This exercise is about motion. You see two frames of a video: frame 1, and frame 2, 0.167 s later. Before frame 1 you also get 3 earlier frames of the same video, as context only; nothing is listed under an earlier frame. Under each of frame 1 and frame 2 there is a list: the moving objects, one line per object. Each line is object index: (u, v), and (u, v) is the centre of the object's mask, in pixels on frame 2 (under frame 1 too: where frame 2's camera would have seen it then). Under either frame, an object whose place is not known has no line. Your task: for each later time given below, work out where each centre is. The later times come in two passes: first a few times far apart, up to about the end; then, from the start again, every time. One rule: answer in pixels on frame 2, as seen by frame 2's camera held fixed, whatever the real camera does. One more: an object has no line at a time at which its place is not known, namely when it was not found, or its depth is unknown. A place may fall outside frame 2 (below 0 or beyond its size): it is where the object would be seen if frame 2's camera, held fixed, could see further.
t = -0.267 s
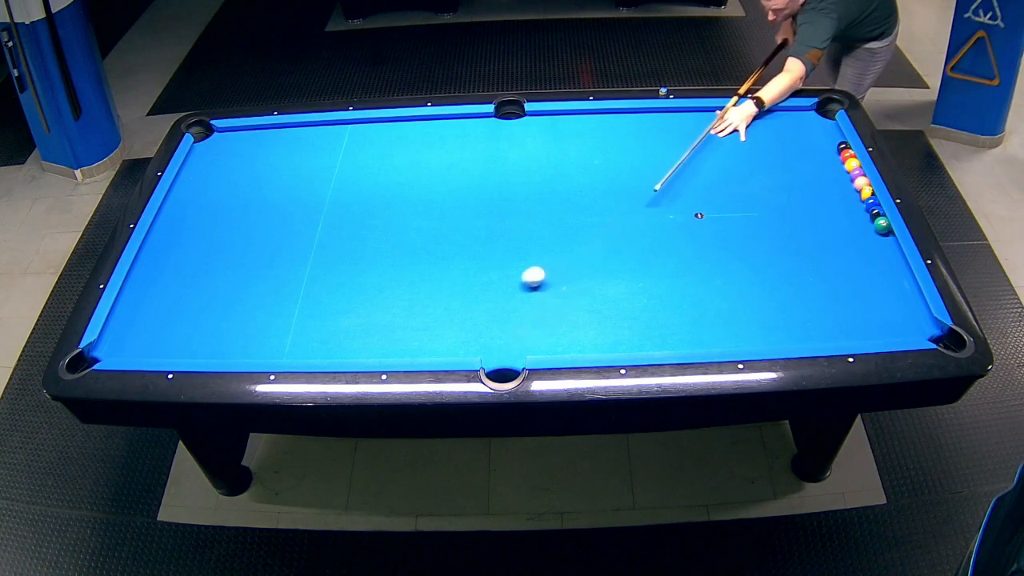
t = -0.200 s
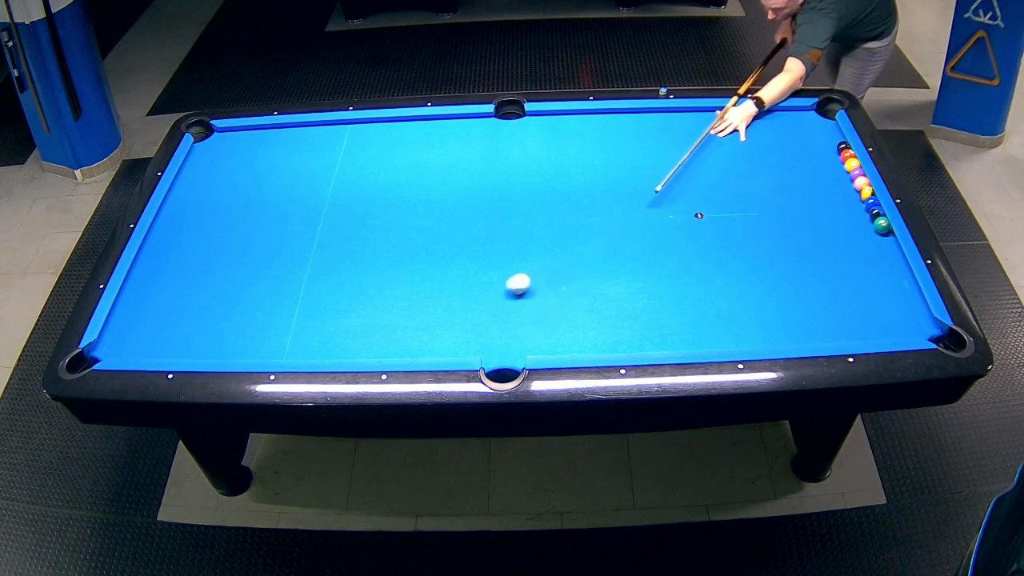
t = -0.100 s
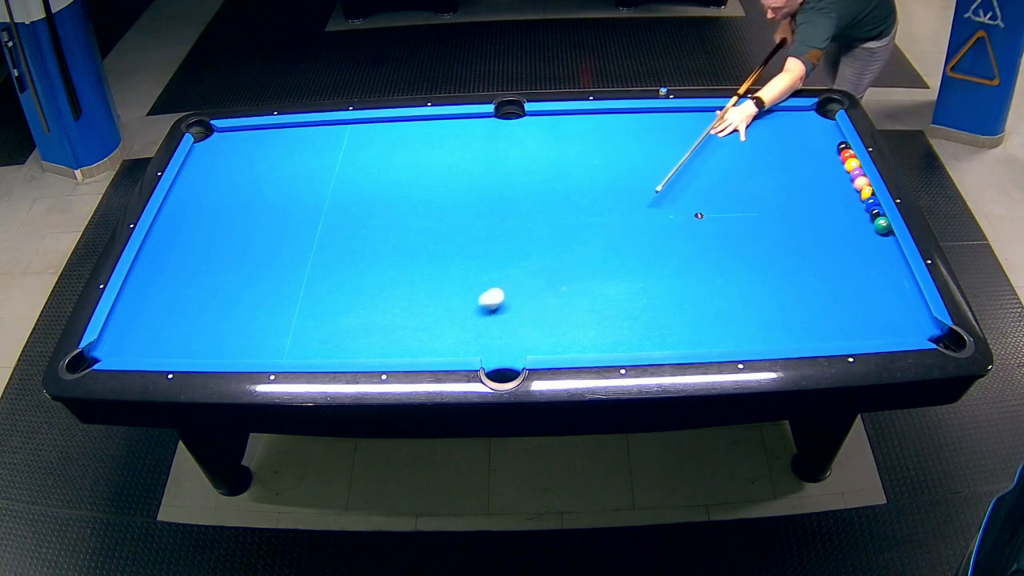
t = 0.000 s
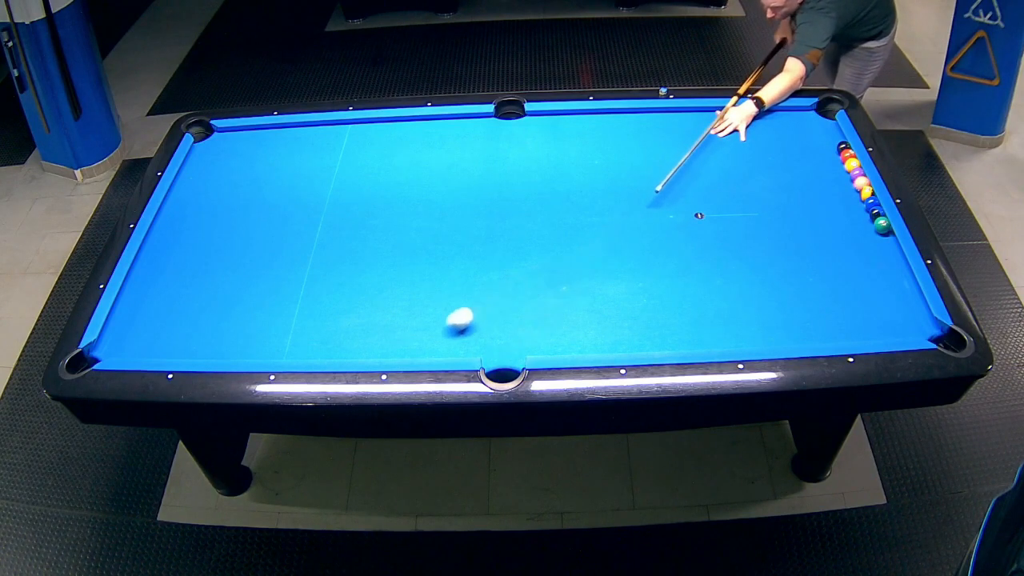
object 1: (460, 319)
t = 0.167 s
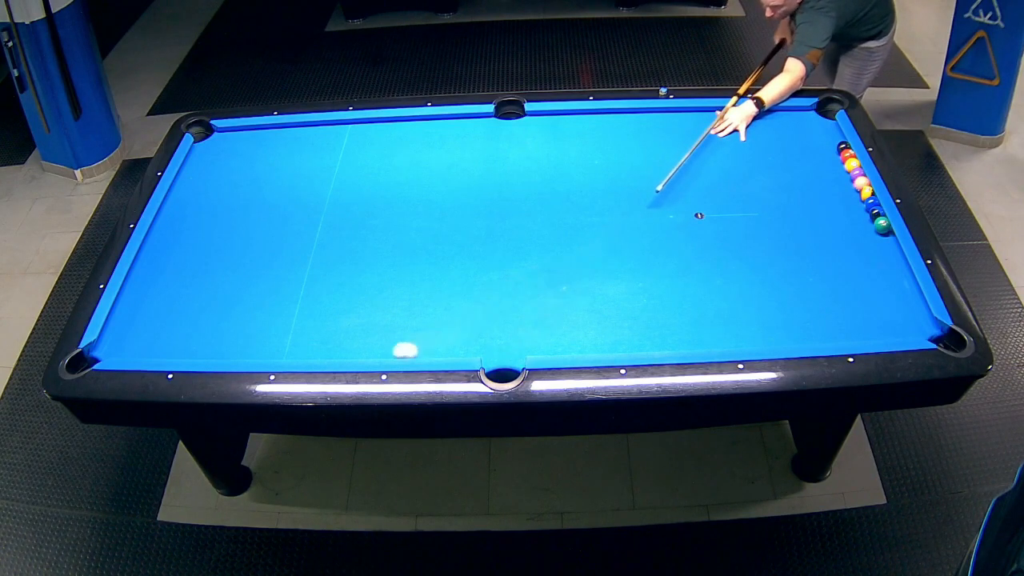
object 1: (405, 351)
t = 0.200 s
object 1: (400, 348)
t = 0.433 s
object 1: (364, 326)
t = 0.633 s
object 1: (337, 308)
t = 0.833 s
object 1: (311, 292)
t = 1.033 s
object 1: (288, 277)
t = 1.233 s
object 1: (267, 264)
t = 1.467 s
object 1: (245, 249)
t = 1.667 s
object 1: (227, 238)
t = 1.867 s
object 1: (211, 228)
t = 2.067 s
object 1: (196, 218)
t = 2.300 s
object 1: (180, 208)
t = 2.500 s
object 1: (170, 200)
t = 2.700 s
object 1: (181, 194)
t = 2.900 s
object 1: (190, 189)
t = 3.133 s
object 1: (200, 184)
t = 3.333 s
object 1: (208, 180)
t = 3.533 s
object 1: (214, 176)
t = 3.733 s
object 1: (220, 173)
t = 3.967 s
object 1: (226, 170)
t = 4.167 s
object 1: (229, 168)
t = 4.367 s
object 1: (233, 166)
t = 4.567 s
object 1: (235, 164)
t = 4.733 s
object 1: (236, 163)
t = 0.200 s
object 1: (400, 348)
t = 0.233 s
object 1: (394, 345)
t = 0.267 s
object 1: (389, 341)
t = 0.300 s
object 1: (384, 338)
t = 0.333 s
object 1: (379, 335)
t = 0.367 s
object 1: (374, 332)
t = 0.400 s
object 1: (369, 329)
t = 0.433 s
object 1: (364, 326)
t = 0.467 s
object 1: (360, 322)
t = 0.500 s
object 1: (355, 320)
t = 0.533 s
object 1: (350, 317)
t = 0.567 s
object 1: (346, 314)
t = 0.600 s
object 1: (341, 311)
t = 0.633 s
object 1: (337, 308)
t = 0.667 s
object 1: (332, 305)
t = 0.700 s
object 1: (328, 303)
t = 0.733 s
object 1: (324, 300)
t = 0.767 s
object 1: (320, 297)
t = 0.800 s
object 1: (315, 295)
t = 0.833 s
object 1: (311, 292)
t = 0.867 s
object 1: (308, 290)
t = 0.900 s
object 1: (304, 287)
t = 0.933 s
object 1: (300, 285)
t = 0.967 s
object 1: (296, 282)
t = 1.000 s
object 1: (292, 280)
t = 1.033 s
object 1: (288, 277)
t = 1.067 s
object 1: (285, 275)
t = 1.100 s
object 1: (281, 273)
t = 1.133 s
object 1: (278, 271)
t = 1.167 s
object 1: (274, 268)
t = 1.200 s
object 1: (271, 266)
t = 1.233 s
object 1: (267, 264)
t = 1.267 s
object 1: (264, 262)
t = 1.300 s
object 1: (261, 260)
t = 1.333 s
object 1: (257, 258)
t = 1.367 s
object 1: (254, 256)
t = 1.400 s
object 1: (251, 253)
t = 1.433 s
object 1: (248, 251)
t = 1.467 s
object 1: (245, 249)
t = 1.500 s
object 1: (242, 248)
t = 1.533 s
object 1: (239, 246)
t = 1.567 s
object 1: (236, 244)
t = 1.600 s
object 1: (233, 242)
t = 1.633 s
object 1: (230, 240)
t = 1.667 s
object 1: (227, 238)
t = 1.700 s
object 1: (224, 236)
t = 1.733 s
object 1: (222, 235)
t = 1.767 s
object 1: (219, 233)
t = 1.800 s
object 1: (216, 231)
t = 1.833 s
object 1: (214, 229)
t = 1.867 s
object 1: (211, 228)
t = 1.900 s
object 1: (209, 226)
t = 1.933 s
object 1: (206, 224)
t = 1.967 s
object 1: (203, 223)
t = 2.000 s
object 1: (201, 221)
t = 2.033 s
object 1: (198, 220)
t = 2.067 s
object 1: (196, 218)
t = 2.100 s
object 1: (194, 217)
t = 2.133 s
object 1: (192, 215)
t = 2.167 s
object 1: (189, 213)
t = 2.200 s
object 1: (187, 212)
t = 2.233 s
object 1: (185, 210)
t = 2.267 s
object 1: (182, 209)
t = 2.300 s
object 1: (180, 208)
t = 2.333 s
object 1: (178, 206)
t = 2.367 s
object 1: (176, 205)
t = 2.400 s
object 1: (174, 204)
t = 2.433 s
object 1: (172, 202)
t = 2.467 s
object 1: (170, 201)
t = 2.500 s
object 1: (170, 200)
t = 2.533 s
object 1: (172, 199)
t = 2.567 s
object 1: (174, 198)
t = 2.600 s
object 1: (175, 197)
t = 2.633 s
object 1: (177, 196)
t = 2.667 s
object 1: (179, 195)
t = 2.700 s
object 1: (181, 194)
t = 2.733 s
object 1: (182, 193)
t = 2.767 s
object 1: (184, 192)
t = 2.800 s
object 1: (185, 192)
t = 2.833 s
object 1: (187, 191)
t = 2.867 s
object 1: (189, 190)
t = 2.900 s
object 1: (190, 189)
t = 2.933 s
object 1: (192, 189)
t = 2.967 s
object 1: (193, 188)
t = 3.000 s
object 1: (194, 187)
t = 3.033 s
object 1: (196, 186)
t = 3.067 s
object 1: (197, 186)
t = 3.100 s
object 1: (199, 185)
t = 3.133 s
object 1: (200, 184)
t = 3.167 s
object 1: (201, 183)
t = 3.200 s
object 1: (203, 183)
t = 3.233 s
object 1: (204, 182)
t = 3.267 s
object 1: (205, 181)
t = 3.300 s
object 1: (206, 181)
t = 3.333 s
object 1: (208, 180)
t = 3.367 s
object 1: (209, 179)
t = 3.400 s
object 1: (210, 179)
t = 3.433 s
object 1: (211, 178)
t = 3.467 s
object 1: (212, 177)
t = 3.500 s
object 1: (213, 177)
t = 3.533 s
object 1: (214, 176)
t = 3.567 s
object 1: (215, 176)
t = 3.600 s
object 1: (216, 175)
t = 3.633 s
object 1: (217, 175)
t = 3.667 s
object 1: (218, 174)
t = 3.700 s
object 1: (219, 174)
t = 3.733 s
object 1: (220, 173)
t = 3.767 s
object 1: (221, 173)
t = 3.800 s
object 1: (222, 172)
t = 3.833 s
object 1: (222, 172)
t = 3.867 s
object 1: (223, 171)
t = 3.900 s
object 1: (224, 171)
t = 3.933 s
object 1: (225, 170)
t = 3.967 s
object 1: (226, 170)
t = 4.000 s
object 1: (226, 169)
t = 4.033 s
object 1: (227, 169)
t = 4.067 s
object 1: (228, 168)
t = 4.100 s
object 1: (228, 168)
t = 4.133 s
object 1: (229, 168)
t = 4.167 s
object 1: (229, 168)
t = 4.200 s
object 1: (230, 167)
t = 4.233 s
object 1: (231, 167)
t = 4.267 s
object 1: (231, 166)
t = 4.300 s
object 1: (232, 166)
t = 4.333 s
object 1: (232, 166)
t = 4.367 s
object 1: (233, 166)
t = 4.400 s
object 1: (233, 165)
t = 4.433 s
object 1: (234, 165)
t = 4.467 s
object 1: (234, 165)
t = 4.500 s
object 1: (234, 164)
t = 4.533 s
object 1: (234, 164)
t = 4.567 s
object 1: (235, 164)
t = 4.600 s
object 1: (235, 163)
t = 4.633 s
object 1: (235, 163)
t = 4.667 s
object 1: (235, 163)
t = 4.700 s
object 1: (236, 163)
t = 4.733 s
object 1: (236, 163)
